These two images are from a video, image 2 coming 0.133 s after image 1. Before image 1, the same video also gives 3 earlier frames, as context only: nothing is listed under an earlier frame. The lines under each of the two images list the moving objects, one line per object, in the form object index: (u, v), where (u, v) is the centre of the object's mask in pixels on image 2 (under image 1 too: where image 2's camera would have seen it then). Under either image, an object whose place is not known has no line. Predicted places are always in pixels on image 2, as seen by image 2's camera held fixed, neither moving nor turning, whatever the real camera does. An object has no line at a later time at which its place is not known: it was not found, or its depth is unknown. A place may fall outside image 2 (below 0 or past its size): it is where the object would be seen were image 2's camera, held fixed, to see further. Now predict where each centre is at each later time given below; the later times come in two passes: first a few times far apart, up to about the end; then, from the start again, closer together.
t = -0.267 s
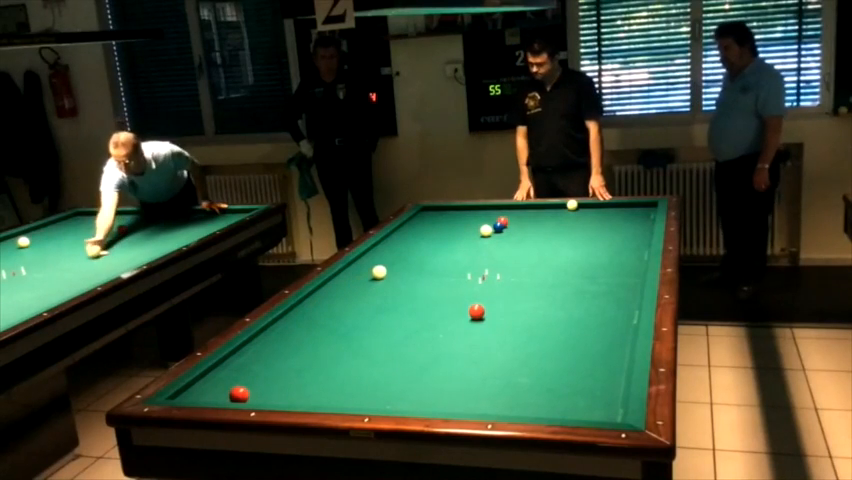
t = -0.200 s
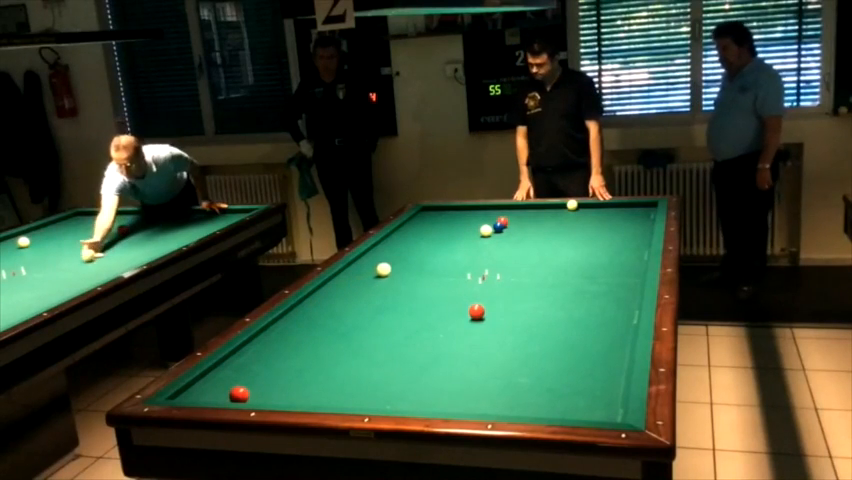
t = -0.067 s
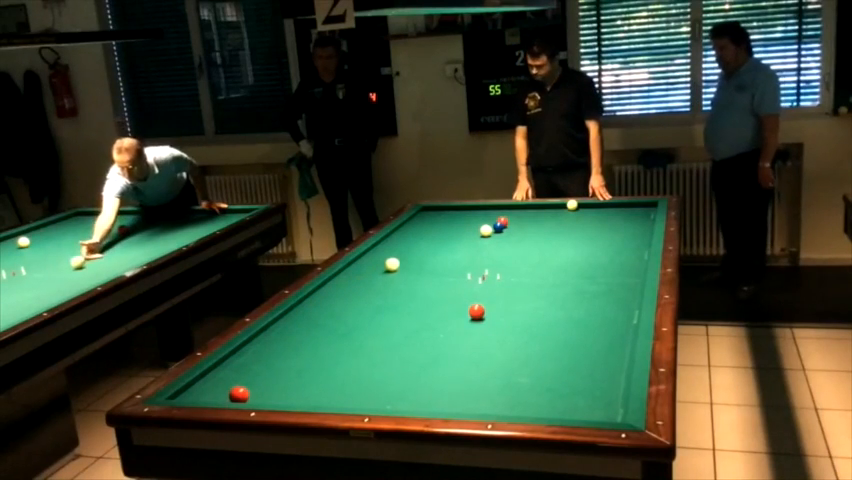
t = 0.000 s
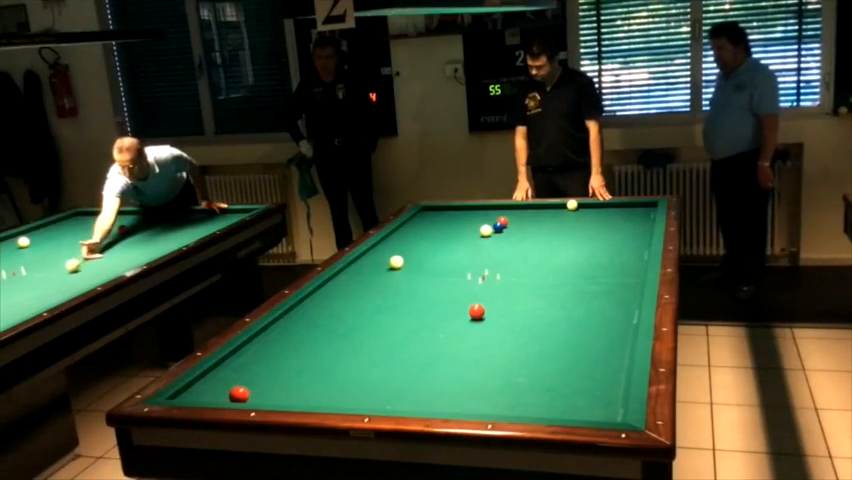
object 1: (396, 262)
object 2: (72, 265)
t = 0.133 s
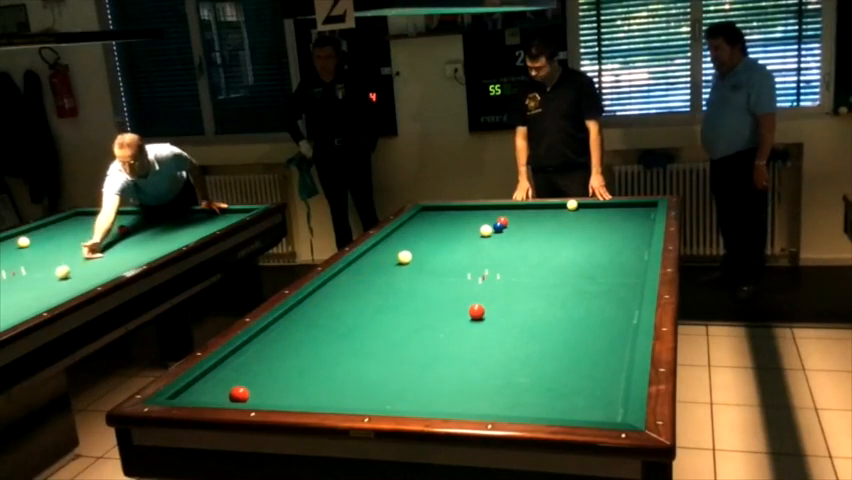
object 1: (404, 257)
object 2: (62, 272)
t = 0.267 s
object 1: (412, 252)
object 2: (52, 280)
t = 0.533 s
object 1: (426, 244)
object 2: (28, 295)
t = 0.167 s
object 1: (406, 256)
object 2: (60, 274)
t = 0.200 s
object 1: (408, 255)
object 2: (57, 276)
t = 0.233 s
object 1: (410, 253)
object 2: (54, 278)
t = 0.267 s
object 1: (412, 252)
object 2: (52, 280)
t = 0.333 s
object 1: (416, 250)
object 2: (46, 283)
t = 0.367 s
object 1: (418, 249)
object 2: (43, 285)
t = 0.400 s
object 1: (419, 248)
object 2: (40, 287)
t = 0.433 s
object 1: (421, 247)
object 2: (37, 289)
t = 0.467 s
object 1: (423, 246)
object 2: (35, 291)
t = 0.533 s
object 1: (426, 244)
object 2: (28, 295)
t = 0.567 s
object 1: (428, 243)
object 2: (26, 297)
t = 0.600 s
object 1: (430, 242)
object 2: (22, 299)
